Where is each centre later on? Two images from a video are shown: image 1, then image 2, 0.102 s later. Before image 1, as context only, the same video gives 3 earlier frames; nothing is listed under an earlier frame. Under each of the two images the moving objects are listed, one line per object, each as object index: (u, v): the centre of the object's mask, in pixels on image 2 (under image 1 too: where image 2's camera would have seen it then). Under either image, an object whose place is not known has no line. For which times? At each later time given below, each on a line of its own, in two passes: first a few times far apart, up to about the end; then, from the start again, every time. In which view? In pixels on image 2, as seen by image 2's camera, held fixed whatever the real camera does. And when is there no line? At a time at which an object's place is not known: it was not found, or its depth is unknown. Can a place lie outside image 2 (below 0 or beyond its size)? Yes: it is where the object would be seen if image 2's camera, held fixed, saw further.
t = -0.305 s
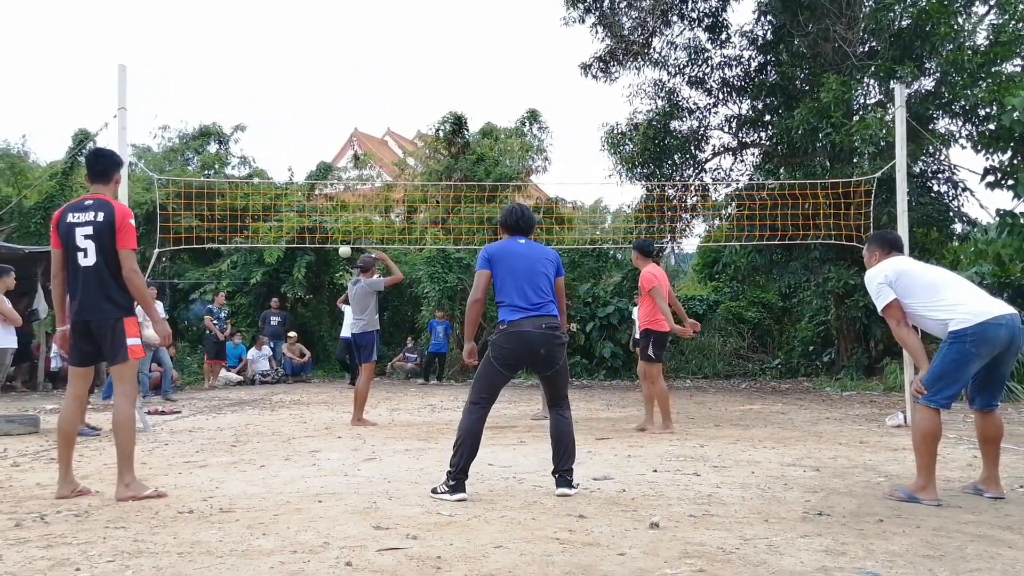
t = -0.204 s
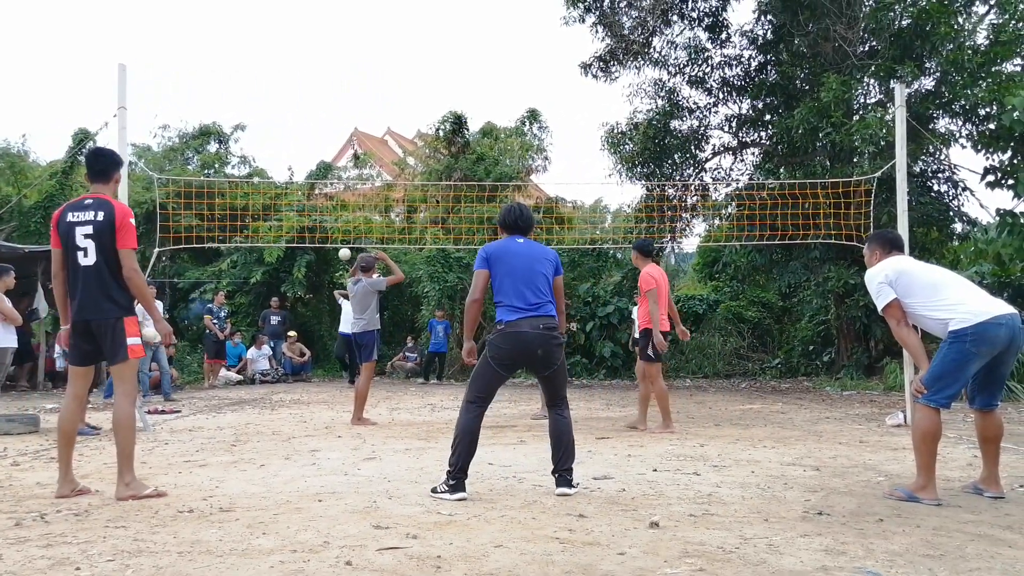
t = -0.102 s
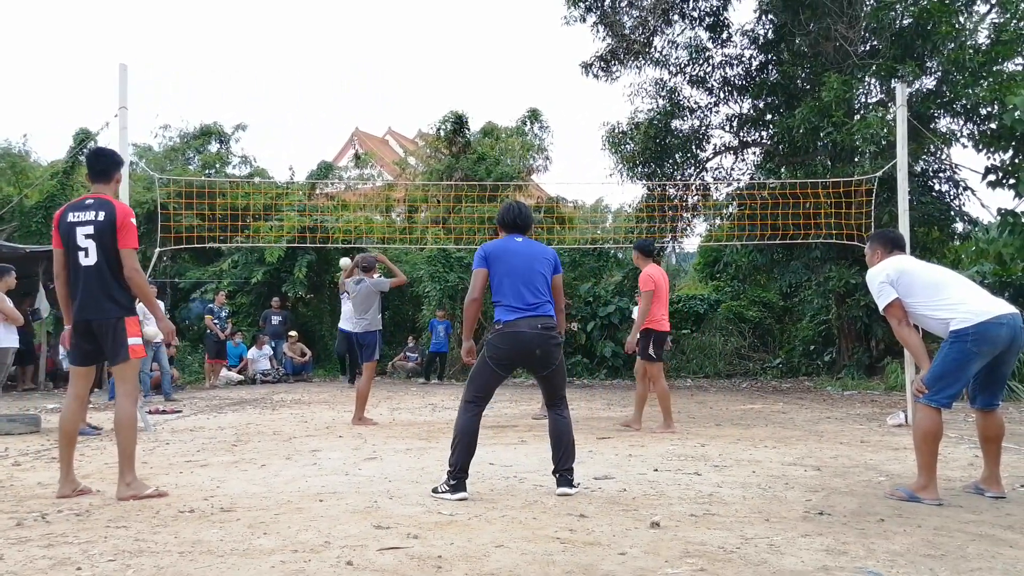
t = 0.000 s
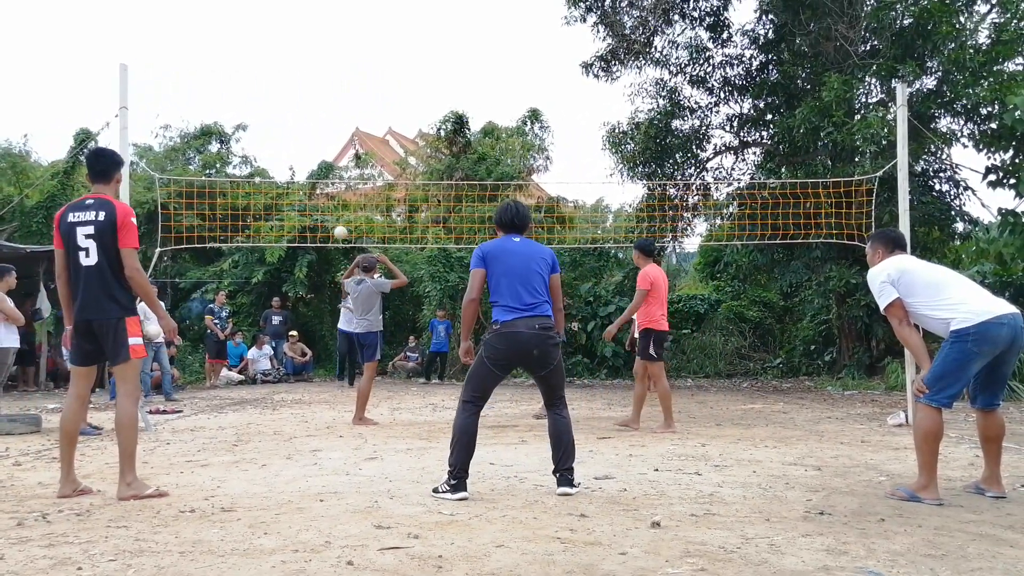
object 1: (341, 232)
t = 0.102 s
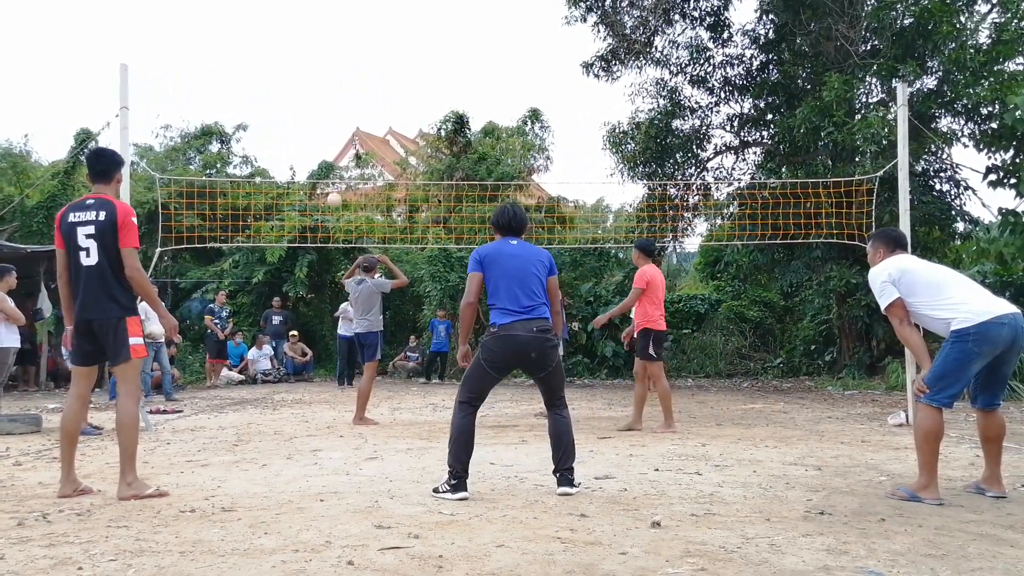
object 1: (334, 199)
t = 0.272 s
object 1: (321, 152)
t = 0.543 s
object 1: (283, 100)
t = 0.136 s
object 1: (333, 189)
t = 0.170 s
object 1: (329, 180)
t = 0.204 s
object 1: (327, 170)
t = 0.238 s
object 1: (325, 161)
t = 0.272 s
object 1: (321, 152)
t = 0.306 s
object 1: (317, 143)
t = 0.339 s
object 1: (314, 135)
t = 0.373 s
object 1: (309, 127)
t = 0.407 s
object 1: (305, 121)
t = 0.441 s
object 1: (300, 115)
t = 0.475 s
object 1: (295, 109)
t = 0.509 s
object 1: (290, 104)
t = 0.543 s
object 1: (283, 100)
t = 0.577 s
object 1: (277, 96)
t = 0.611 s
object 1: (269, 94)
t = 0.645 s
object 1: (261, 94)
